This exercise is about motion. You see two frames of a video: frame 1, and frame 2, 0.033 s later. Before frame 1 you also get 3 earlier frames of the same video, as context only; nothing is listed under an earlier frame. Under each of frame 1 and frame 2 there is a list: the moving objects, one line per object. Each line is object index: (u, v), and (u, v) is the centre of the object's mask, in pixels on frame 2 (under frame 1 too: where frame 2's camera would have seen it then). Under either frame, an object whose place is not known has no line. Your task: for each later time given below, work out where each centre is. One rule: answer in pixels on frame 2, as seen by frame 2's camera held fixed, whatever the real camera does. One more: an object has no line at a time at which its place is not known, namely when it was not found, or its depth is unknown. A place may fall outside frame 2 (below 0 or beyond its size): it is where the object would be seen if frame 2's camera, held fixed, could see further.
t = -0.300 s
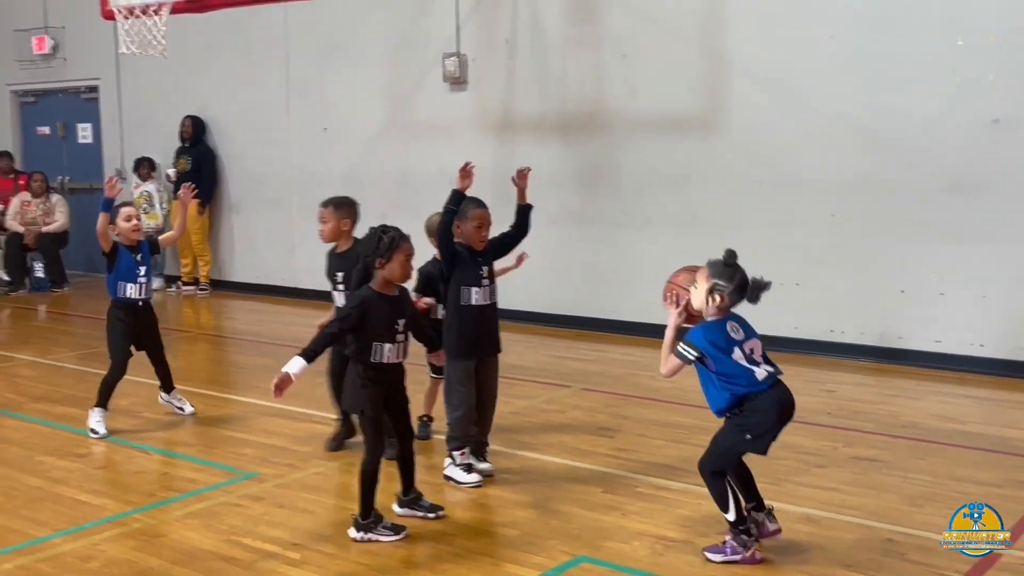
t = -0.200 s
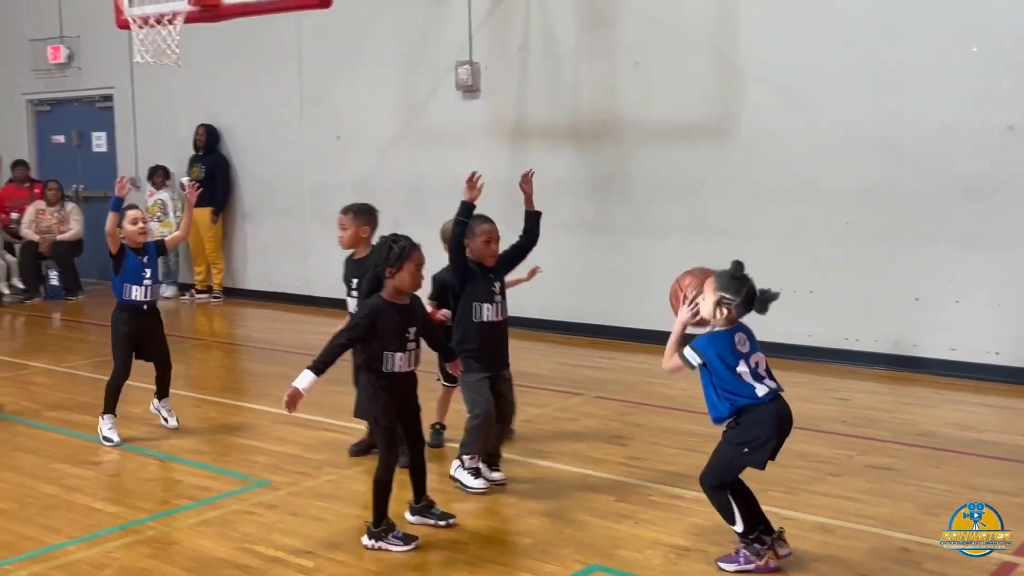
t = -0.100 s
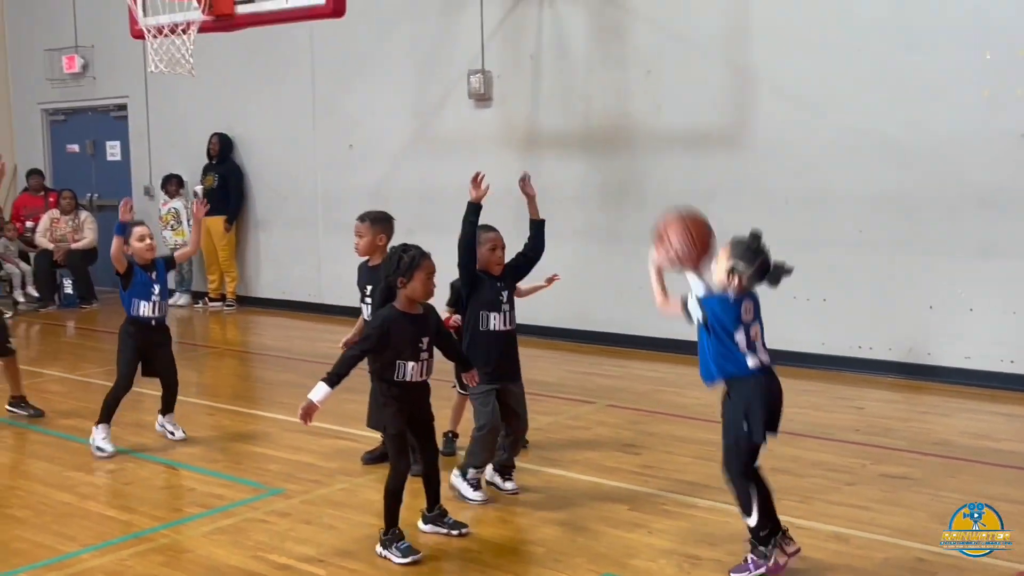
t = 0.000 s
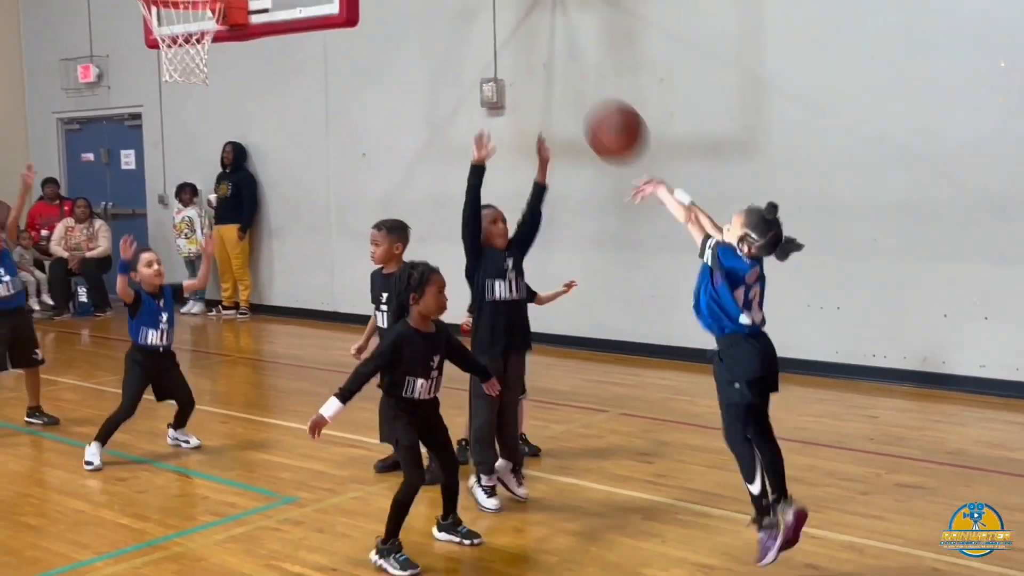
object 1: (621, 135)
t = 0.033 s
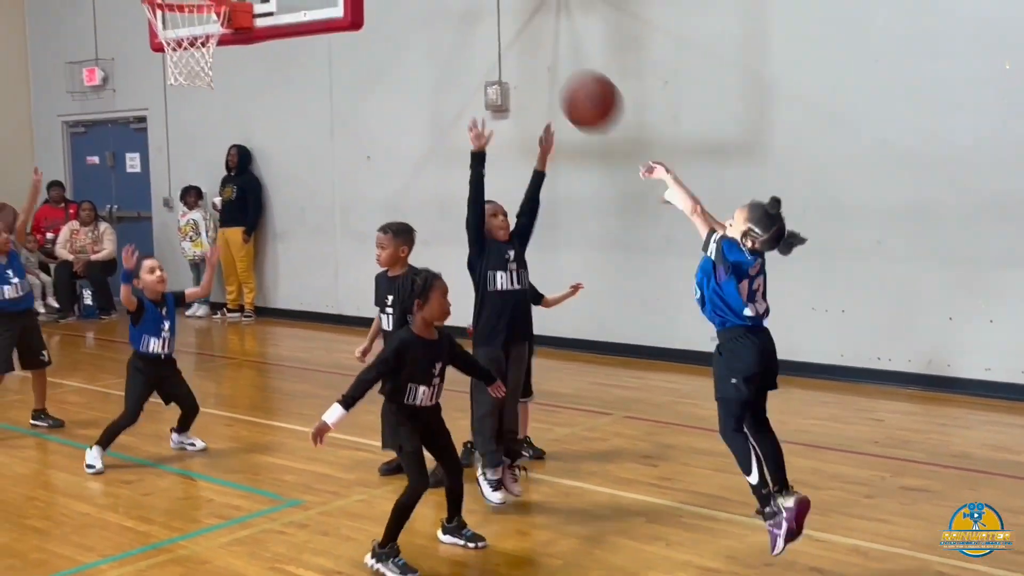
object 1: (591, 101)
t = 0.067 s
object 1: (563, 72)
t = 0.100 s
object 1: (536, 48)
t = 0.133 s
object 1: (510, 26)
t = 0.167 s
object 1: (484, 9)
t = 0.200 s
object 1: (460, -2)
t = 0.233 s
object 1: (436, -12)
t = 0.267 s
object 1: (412, -19)
